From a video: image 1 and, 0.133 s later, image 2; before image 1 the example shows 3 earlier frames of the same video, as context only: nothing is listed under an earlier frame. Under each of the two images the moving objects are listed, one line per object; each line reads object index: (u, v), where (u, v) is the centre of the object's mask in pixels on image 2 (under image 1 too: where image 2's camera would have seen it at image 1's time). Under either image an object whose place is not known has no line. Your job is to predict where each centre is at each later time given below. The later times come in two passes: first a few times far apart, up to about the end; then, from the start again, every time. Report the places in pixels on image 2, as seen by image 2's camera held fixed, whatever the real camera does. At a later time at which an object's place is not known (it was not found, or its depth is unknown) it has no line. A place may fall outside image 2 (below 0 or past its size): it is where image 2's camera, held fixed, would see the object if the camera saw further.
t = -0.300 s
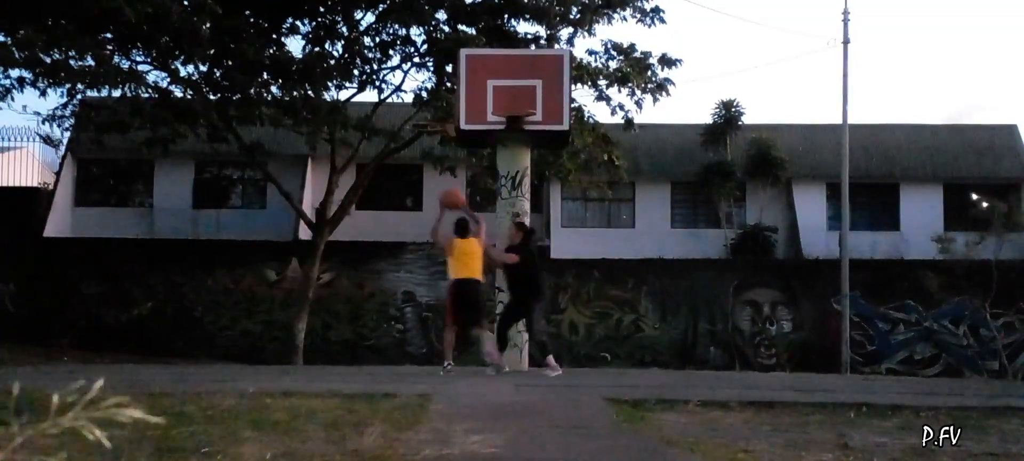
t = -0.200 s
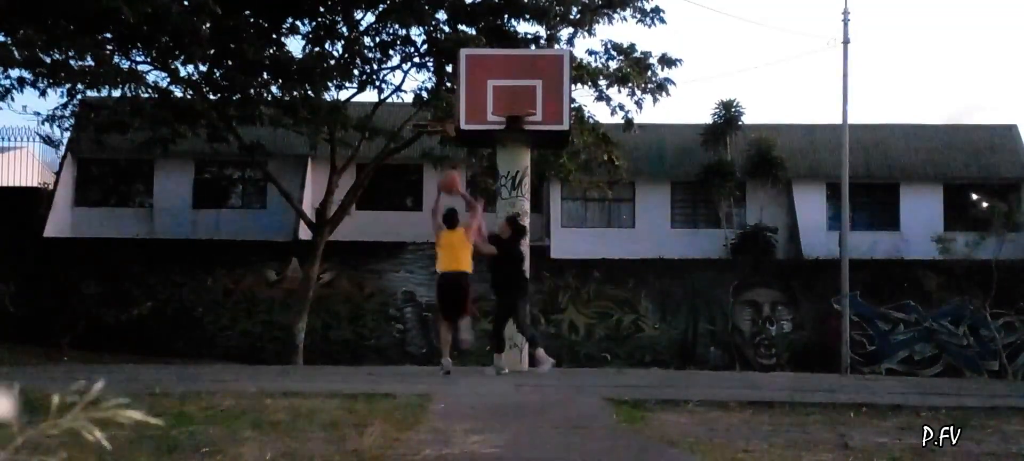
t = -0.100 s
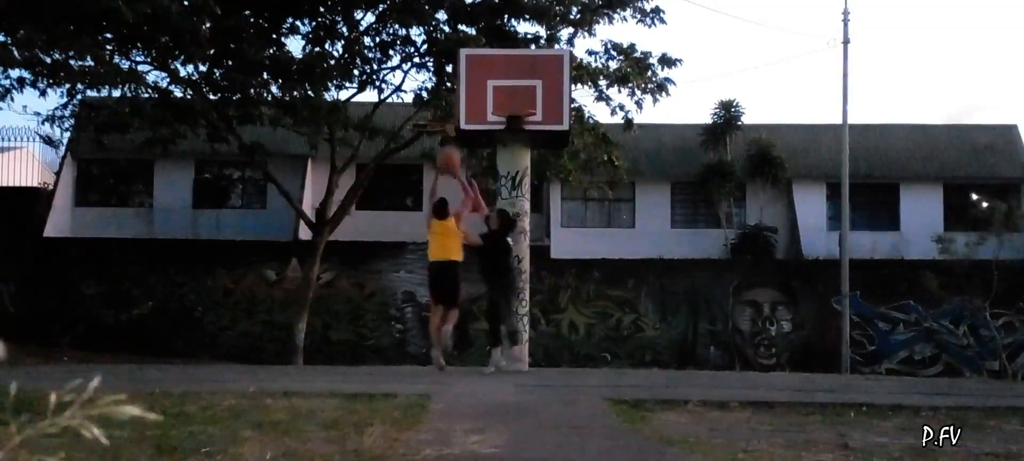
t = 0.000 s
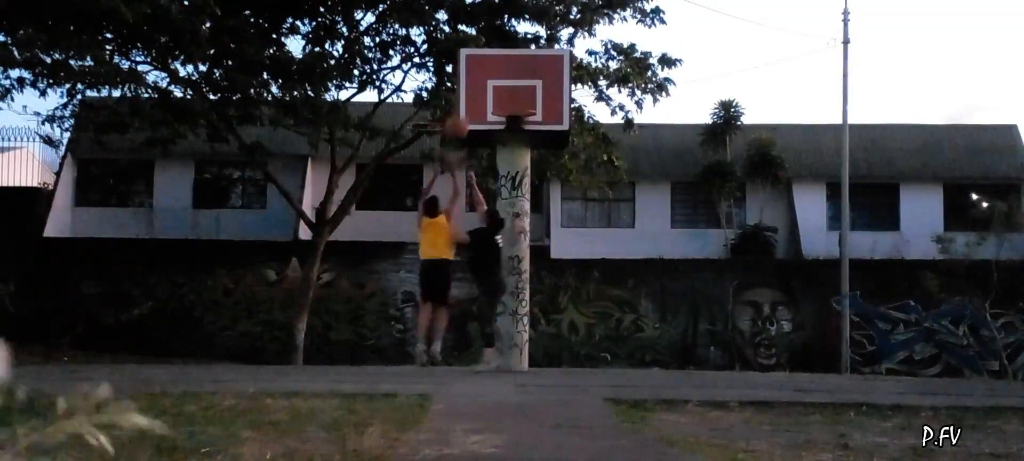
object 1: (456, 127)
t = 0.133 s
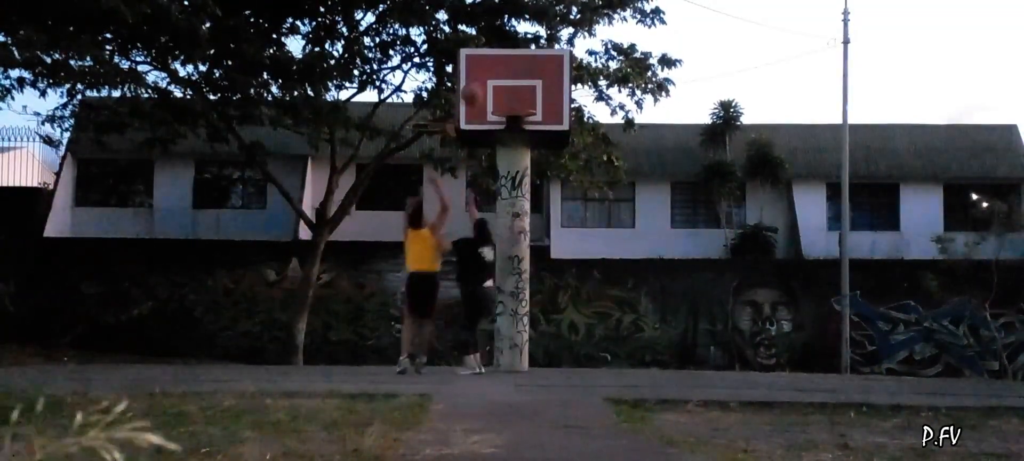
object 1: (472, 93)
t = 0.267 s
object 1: (486, 79)
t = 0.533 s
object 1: (504, 86)
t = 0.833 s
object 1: (522, 107)
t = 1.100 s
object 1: (497, 136)
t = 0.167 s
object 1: (475, 88)
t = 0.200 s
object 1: (479, 84)
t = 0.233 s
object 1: (483, 80)
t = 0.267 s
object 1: (486, 79)
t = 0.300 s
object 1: (489, 78)
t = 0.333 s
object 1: (493, 78)
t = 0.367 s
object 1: (495, 78)
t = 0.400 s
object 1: (497, 80)
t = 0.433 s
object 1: (499, 79)
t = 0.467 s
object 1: (500, 81)
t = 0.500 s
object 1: (502, 83)
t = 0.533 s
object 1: (504, 86)
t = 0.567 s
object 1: (506, 91)
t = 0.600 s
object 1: (507, 96)
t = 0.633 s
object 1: (510, 101)
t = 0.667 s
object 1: (512, 102)
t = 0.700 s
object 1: (515, 101)
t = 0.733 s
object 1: (518, 103)
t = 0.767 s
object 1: (521, 103)
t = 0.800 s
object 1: (522, 106)
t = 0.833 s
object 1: (522, 107)
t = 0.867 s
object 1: (520, 107)
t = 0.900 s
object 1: (518, 107)
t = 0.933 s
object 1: (515, 110)
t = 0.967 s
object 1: (511, 113)
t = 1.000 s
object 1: (507, 118)
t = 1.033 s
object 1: (504, 123)
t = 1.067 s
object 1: (500, 129)
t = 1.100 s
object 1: (497, 136)
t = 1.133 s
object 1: (494, 142)
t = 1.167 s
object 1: (490, 151)
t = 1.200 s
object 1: (485, 161)
